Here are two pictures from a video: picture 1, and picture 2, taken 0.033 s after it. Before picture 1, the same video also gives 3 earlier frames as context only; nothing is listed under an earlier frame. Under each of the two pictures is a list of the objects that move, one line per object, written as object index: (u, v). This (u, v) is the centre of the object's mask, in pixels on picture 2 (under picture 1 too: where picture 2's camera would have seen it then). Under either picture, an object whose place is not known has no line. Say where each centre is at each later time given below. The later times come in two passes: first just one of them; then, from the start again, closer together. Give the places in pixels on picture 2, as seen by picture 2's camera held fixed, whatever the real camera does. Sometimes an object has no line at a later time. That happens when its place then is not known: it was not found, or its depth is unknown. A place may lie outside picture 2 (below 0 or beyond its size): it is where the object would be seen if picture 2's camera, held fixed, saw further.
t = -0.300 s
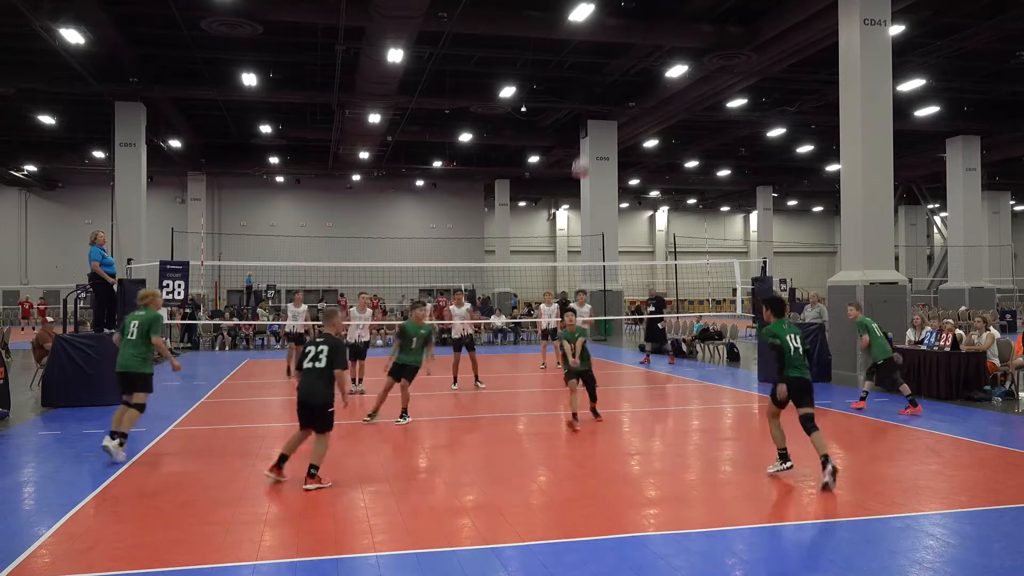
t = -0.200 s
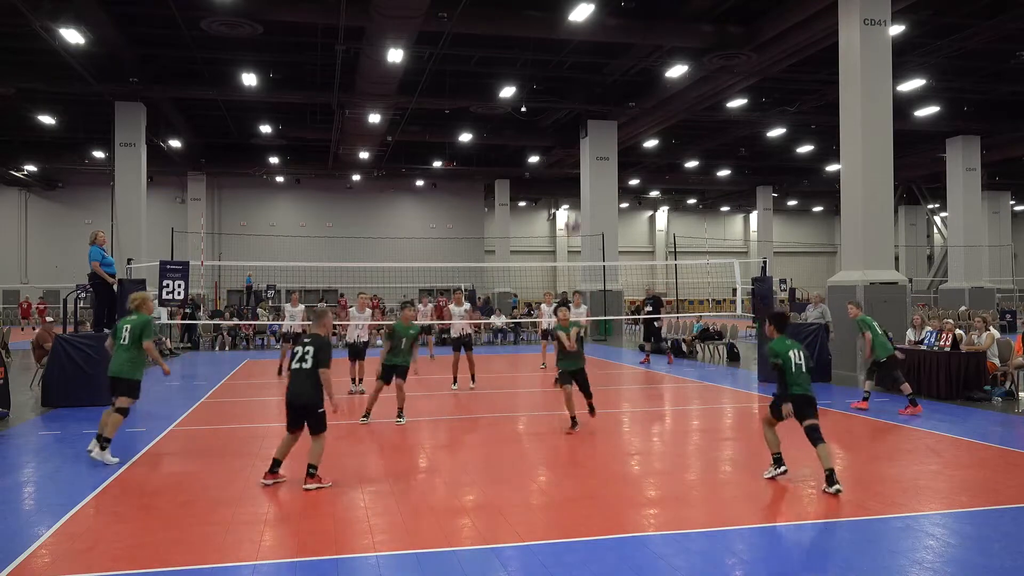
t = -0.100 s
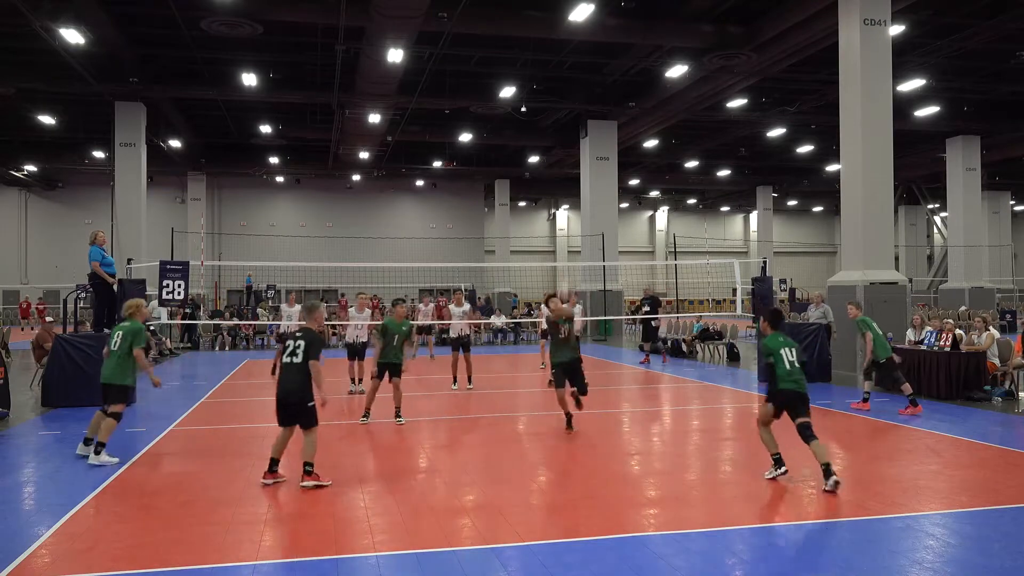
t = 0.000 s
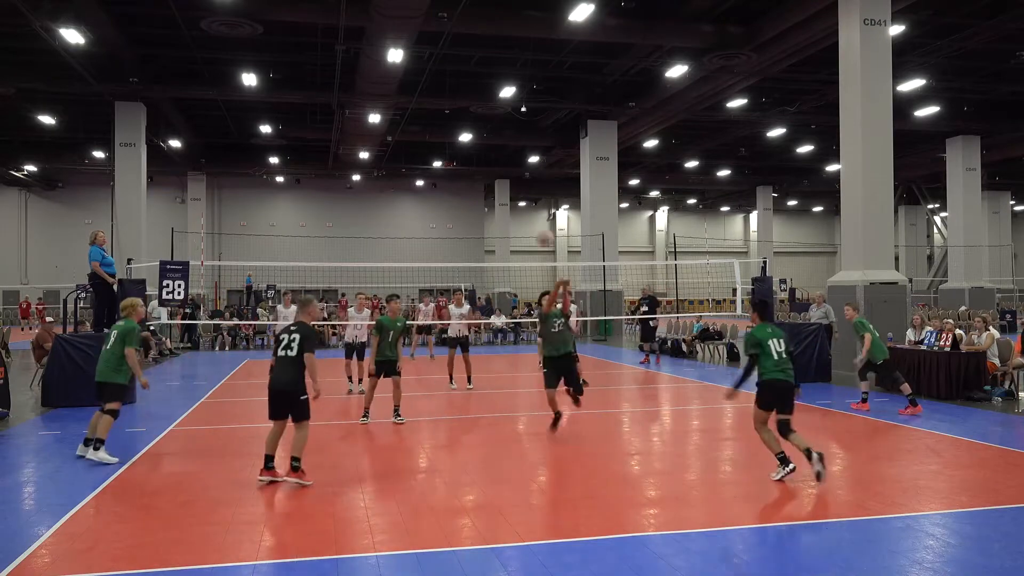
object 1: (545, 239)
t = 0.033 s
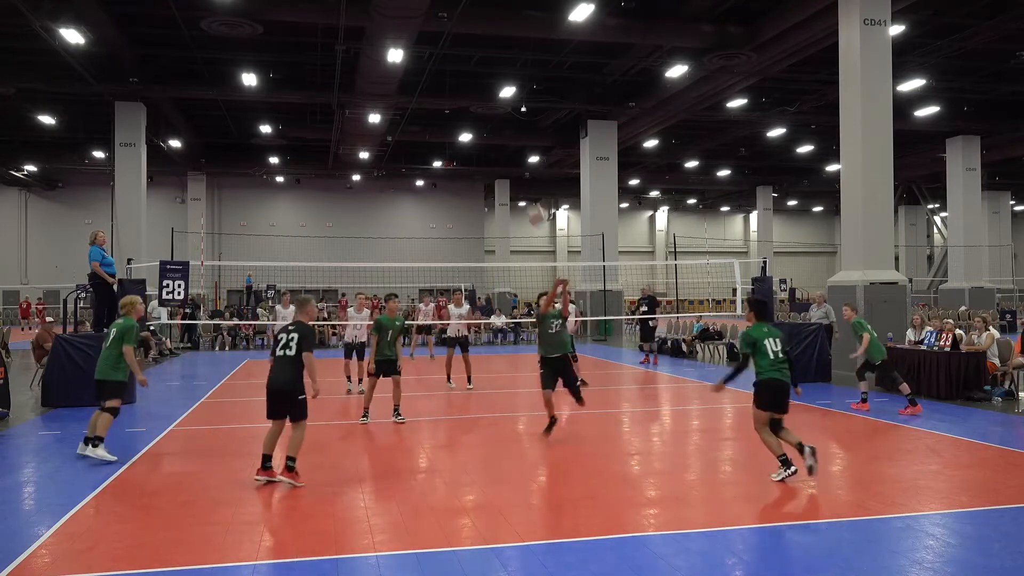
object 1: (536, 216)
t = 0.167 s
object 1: (505, 140)
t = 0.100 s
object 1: (520, 176)
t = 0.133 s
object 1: (513, 158)
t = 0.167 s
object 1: (505, 140)
